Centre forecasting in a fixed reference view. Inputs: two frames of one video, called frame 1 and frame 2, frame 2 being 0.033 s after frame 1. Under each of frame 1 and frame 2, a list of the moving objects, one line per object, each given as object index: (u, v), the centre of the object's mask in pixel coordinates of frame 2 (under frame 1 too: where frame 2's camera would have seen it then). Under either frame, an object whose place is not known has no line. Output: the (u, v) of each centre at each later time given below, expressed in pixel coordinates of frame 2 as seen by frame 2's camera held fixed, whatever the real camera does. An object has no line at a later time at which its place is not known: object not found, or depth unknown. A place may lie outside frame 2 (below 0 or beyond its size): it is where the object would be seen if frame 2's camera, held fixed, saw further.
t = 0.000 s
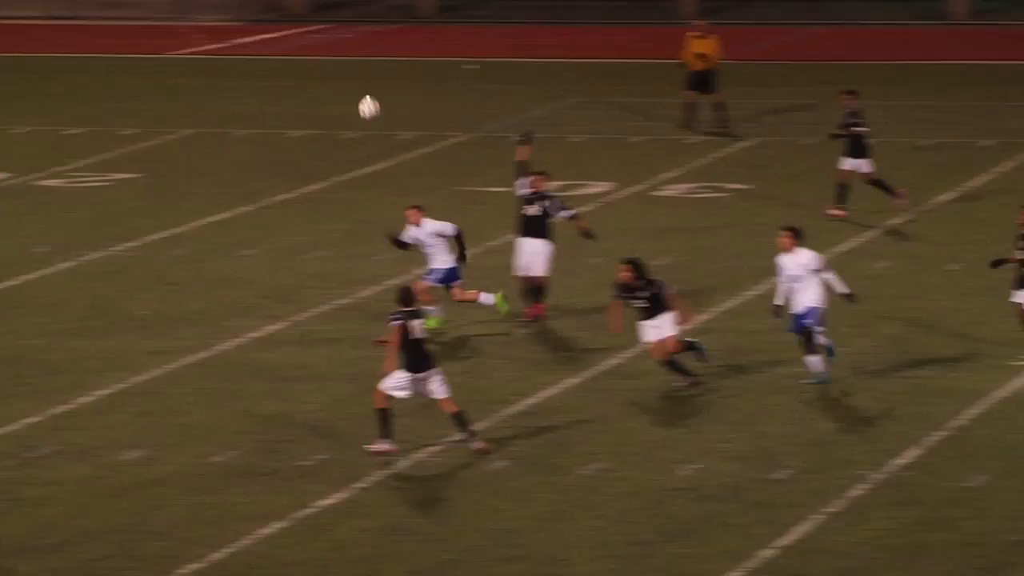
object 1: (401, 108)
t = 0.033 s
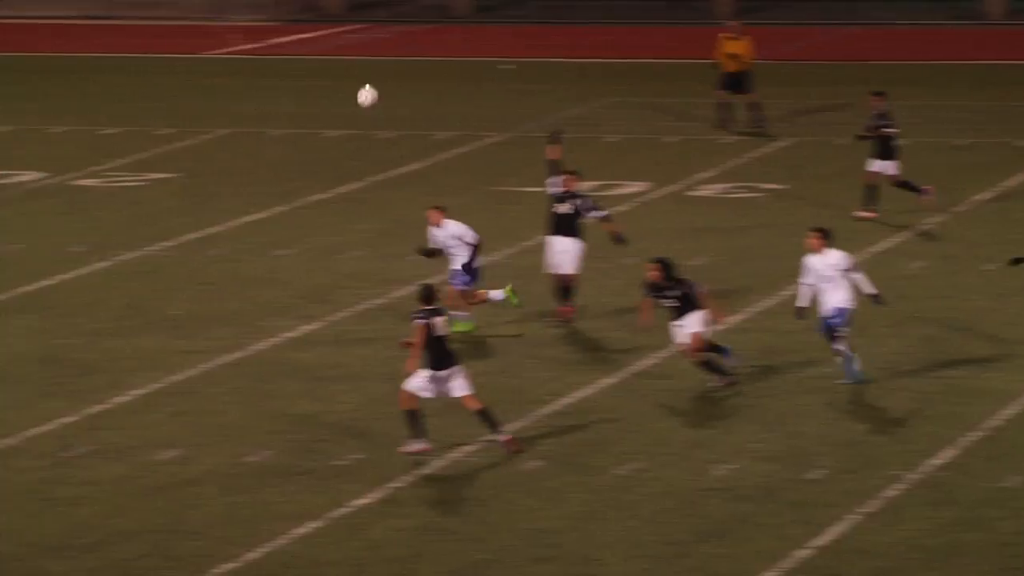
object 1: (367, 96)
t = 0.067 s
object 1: (334, 86)
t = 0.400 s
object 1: (-32, 40)
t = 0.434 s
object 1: (-71, 41)
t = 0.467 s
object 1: (-109, 42)
